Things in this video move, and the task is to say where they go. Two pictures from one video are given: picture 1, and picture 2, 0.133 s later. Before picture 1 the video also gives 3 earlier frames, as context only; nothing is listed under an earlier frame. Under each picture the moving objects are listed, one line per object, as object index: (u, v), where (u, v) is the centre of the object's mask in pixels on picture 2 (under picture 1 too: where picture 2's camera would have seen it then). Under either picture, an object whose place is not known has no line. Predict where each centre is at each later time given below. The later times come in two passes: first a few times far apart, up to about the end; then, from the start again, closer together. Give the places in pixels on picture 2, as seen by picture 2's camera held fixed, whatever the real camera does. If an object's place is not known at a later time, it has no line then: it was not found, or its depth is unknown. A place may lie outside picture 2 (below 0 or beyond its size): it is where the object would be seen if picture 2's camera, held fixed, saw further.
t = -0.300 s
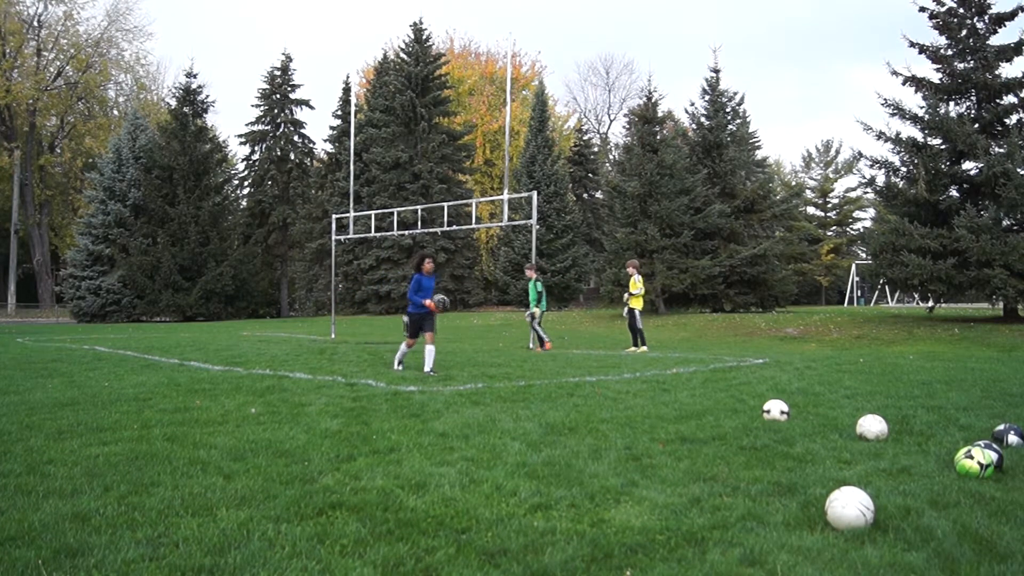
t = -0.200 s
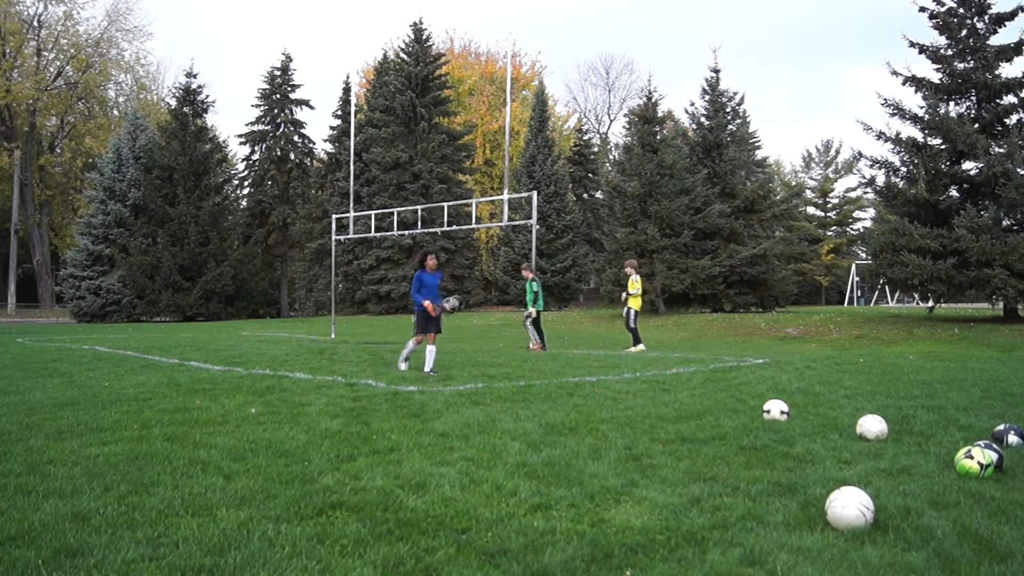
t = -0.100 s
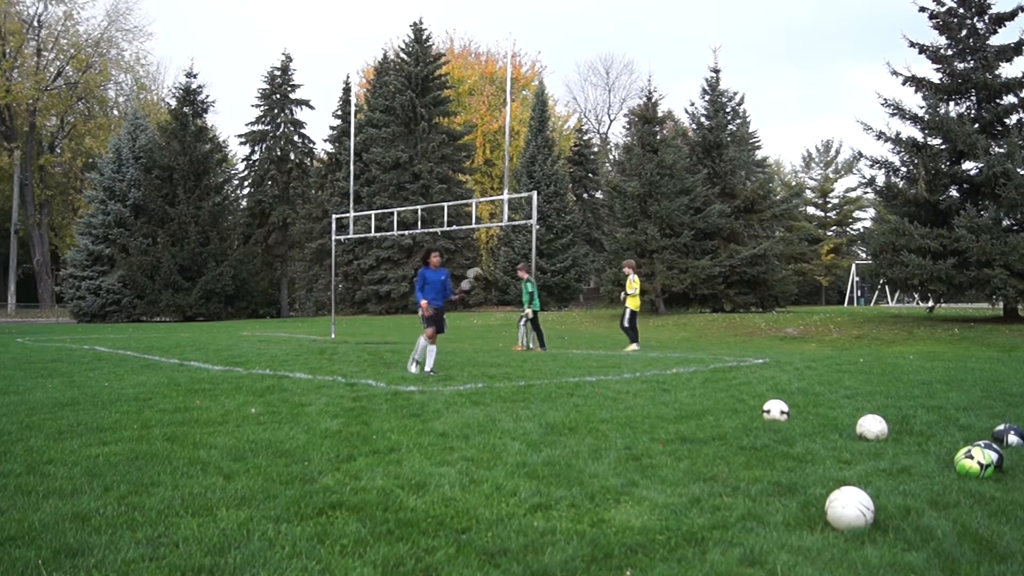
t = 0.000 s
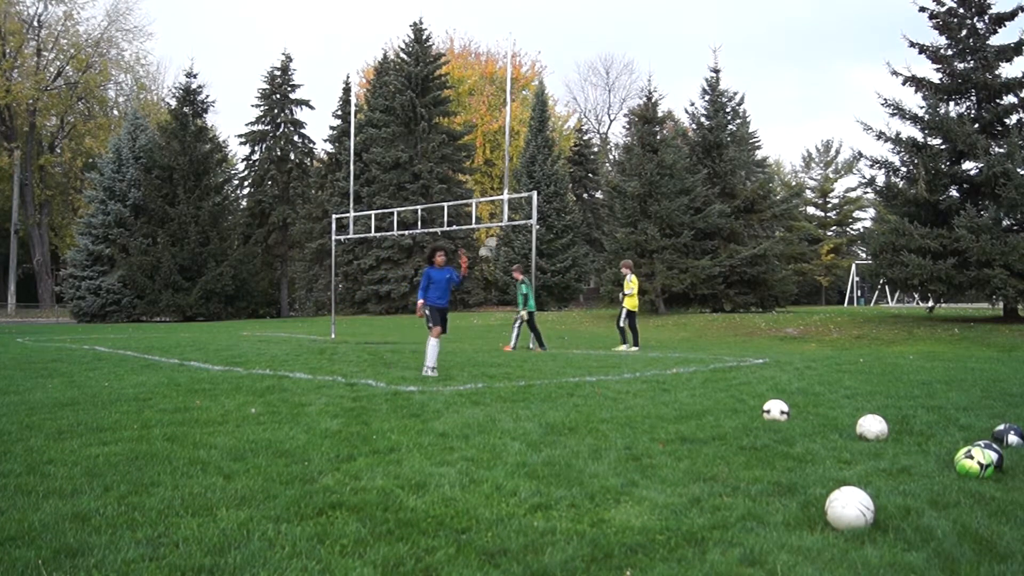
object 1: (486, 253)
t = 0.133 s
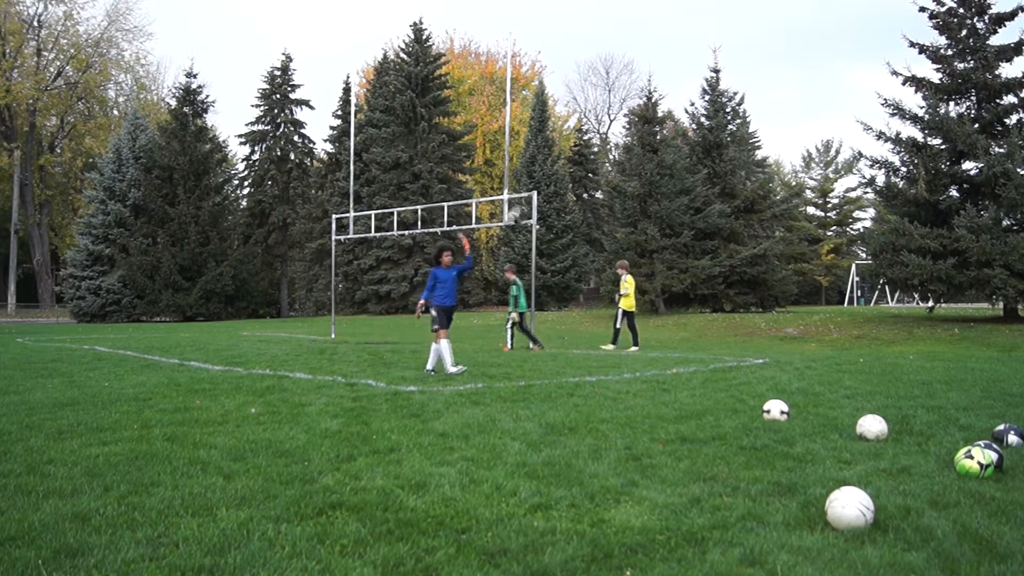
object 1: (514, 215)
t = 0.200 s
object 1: (528, 204)
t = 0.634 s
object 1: (638, 230)
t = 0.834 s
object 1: (700, 325)
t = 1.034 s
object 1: (754, 406)
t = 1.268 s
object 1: (813, 362)
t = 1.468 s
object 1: (866, 377)
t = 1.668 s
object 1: (915, 438)
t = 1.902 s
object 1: (997, 431)
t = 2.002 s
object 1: (1014, 444)
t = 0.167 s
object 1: (519, 209)
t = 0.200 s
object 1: (528, 204)
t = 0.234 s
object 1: (532, 200)
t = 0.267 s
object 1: (543, 196)
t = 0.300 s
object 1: (548, 194)
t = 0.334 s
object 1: (556, 193)
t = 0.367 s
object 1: (564, 190)
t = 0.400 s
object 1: (573, 190)
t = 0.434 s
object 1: (579, 192)
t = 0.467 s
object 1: (586, 194)
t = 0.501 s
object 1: (598, 199)
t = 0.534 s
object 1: (610, 206)
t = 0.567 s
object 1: (612, 208)
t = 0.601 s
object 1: (629, 222)
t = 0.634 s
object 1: (638, 230)
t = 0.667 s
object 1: (648, 241)
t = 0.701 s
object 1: (657, 255)
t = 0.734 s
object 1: (667, 268)
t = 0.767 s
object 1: (678, 285)
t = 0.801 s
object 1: (689, 305)
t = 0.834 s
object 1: (700, 325)
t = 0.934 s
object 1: (733, 396)
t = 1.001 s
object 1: (747, 413)
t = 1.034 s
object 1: (754, 406)
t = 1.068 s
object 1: (761, 396)
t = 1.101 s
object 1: (772, 385)
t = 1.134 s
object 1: (780, 377)
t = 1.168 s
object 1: (787, 370)
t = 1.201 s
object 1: (792, 366)
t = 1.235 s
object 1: (804, 362)
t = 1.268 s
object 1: (813, 362)
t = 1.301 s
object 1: (827, 357)
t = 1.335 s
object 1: (830, 358)
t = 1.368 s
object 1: (836, 360)
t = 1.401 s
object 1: (847, 364)
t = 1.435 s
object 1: (857, 370)
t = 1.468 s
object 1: (866, 377)
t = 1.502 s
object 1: (878, 387)
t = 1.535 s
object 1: (885, 397)
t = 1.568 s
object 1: (895, 412)
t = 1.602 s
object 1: (903, 427)
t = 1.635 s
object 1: (911, 436)
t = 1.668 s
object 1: (915, 438)
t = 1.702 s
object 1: (928, 435)
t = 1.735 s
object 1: (939, 434)
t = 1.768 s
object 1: (947, 429)
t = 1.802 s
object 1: (959, 426)
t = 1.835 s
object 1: (972, 427)
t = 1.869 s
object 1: (983, 427)
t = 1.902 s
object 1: (997, 431)
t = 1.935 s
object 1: (1007, 436)
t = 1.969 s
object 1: (1015, 444)
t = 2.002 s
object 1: (1014, 444)
